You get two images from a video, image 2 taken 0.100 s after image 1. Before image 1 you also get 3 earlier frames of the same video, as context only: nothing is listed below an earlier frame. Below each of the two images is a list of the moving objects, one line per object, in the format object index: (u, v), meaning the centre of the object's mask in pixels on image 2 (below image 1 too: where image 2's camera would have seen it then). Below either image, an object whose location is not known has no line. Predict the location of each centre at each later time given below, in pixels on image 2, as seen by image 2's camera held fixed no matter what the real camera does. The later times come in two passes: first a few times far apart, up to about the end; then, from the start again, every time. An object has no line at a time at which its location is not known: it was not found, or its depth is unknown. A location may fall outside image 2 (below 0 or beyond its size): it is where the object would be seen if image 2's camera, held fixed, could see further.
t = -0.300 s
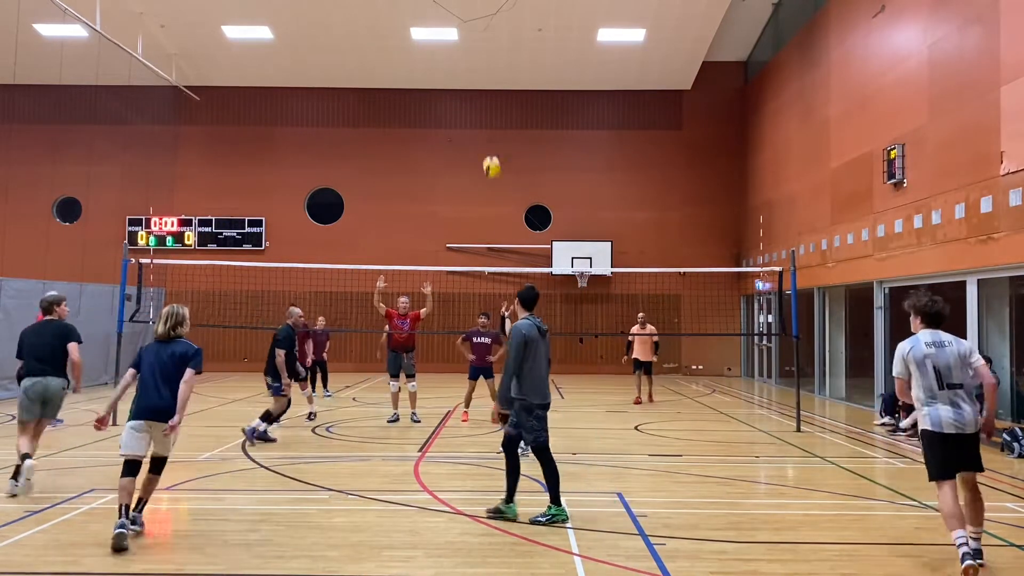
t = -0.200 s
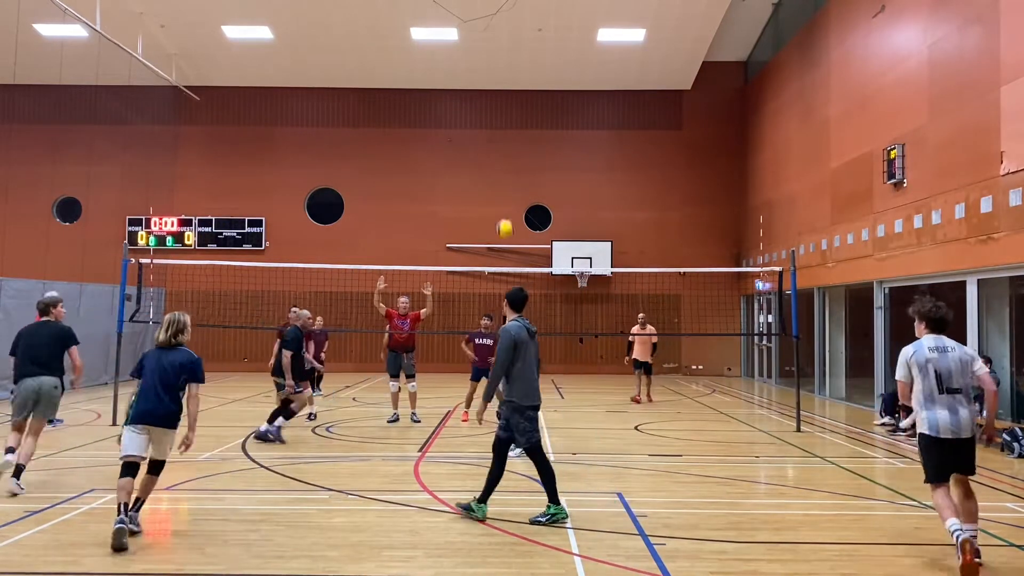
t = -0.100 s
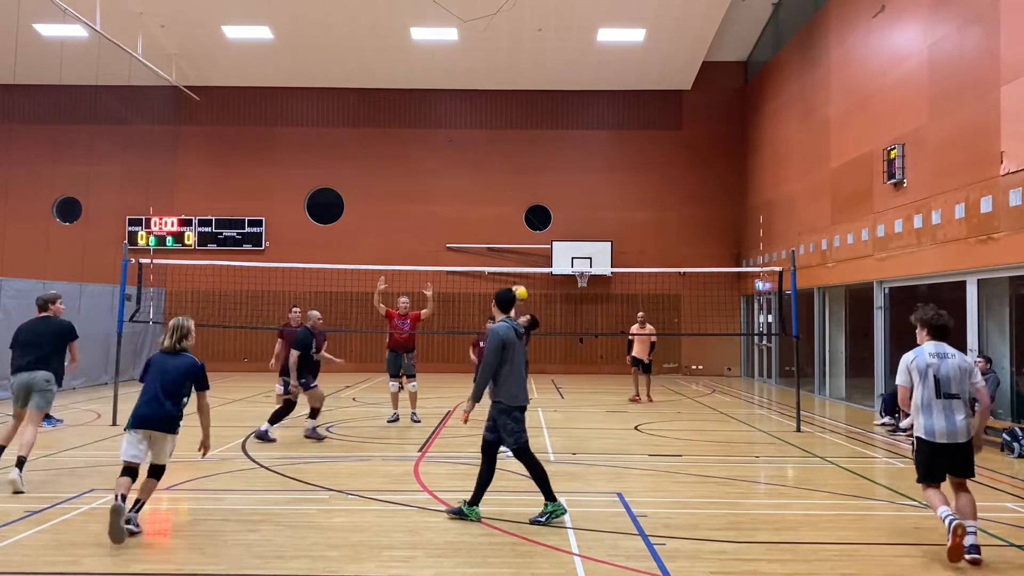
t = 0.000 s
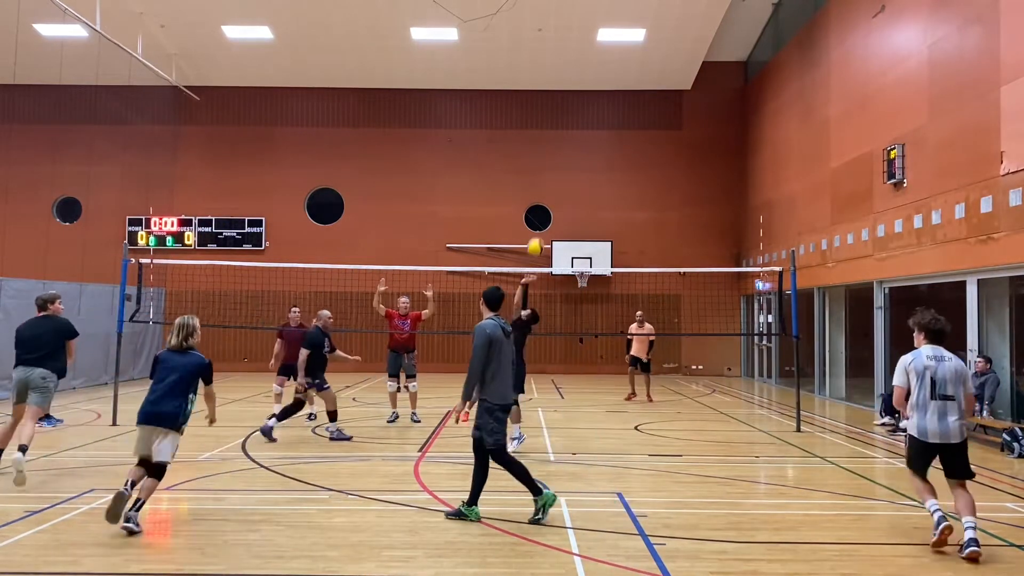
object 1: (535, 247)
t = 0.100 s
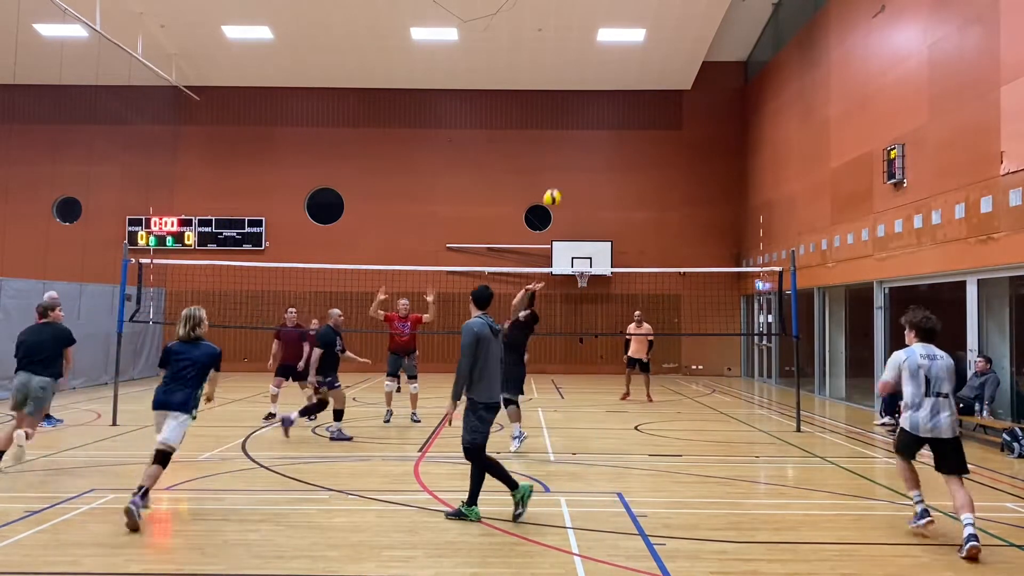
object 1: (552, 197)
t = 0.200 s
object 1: (568, 158)
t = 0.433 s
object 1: (606, 100)
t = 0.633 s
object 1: (636, 86)
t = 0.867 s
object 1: (673, 110)
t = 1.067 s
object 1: (702, 166)
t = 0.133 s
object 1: (557, 184)
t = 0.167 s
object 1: (562, 170)
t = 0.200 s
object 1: (568, 158)
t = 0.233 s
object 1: (573, 147)
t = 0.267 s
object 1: (578, 137)
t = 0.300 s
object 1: (585, 128)
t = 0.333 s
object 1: (590, 120)
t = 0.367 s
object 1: (595, 113)
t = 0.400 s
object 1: (600, 106)
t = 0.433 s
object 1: (606, 100)
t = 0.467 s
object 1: (611, 96)
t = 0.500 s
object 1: (616, 92)
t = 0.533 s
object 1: (622, 89)
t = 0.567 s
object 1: (627, 87)
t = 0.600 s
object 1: (632, 86)
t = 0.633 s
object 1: (636, 86)
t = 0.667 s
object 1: (642, 87)
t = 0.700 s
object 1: (647, 88)
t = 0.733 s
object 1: (653, 90)
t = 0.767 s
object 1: (658, 94)
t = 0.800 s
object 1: (663, 99)
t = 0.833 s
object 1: (667, 104)
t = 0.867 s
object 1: (673, 110)
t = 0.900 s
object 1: (678, 117)
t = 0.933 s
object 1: (683, 125)
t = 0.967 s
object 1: (688, 134)
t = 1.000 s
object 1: (692, 144)
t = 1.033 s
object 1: (697, 155)
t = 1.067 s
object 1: (702, 166)
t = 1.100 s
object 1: (707, 178)
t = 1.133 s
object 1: (711, 191)
